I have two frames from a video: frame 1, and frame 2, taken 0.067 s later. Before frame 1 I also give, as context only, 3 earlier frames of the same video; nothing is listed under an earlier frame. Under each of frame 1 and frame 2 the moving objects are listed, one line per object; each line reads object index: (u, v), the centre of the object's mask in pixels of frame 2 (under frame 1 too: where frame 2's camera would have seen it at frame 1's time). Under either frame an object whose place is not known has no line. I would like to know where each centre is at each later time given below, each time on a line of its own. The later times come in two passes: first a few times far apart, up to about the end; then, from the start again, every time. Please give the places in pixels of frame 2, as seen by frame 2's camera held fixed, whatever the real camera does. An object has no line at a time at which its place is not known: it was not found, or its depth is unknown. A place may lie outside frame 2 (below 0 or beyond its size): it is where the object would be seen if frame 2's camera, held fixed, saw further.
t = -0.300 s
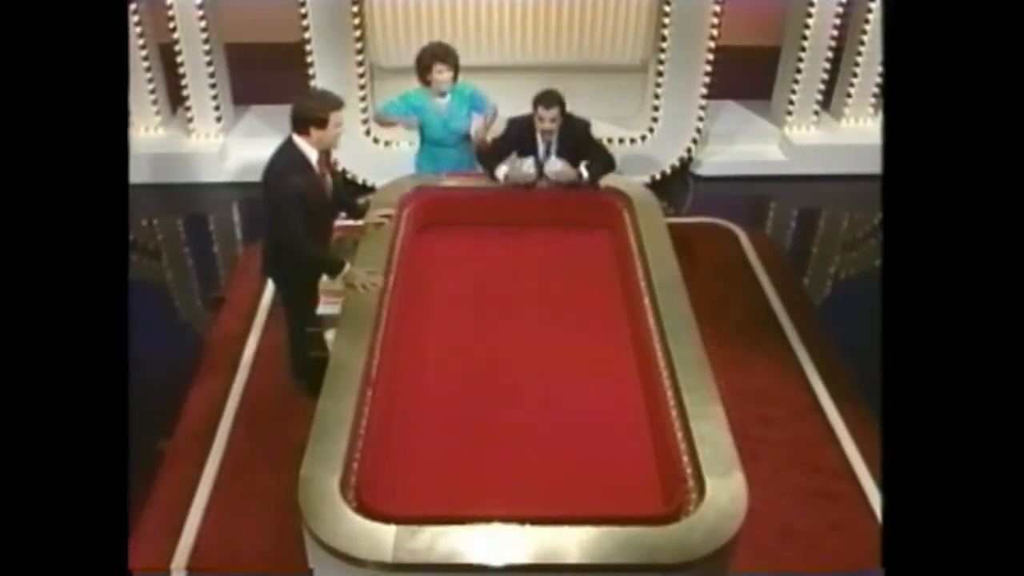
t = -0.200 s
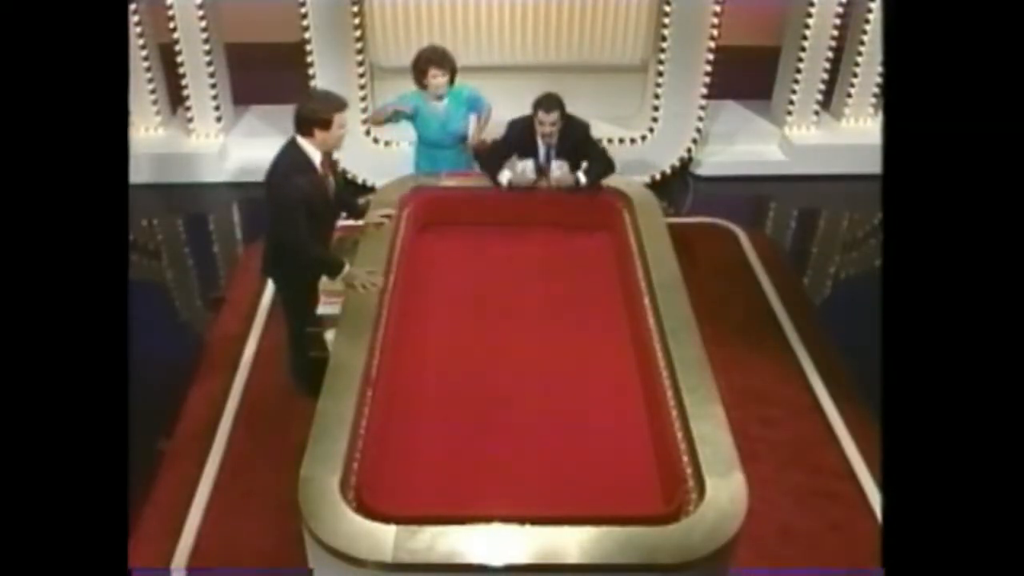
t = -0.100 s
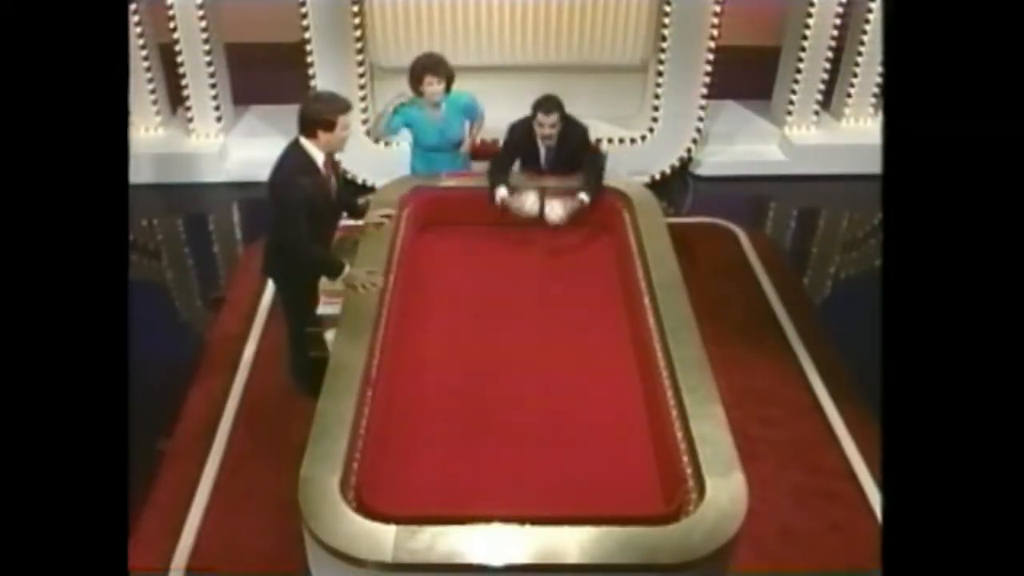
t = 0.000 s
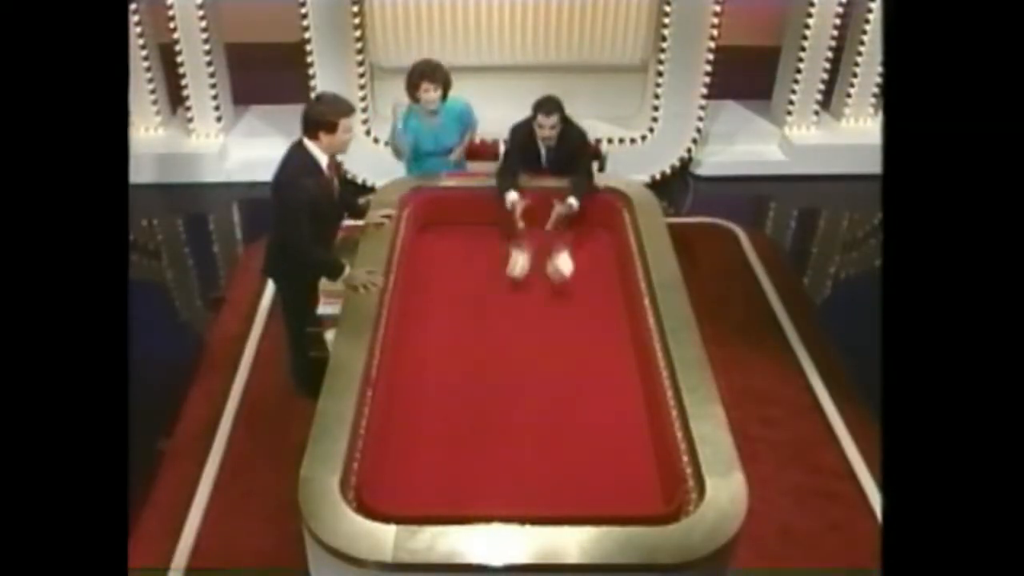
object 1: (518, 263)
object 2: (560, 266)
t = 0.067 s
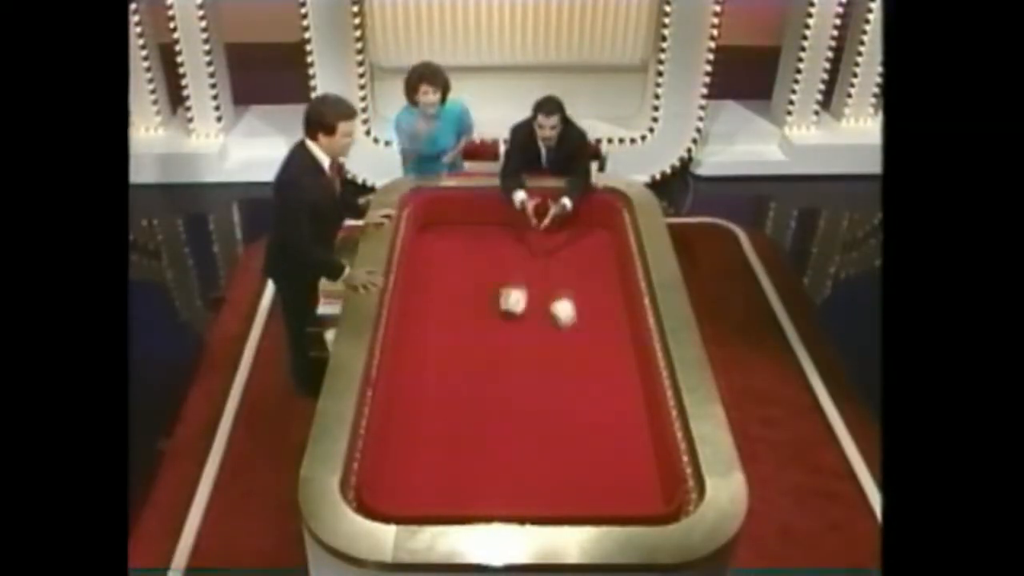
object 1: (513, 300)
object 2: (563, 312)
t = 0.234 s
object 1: (504, 375)
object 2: (576, 347)
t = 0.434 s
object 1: (500, 462)
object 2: (592, 458)
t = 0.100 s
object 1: (510, 312)
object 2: (566, 318)
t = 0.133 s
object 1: (510, 329)
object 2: (568, 323)
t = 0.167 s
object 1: (507, 344)
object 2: (570, 328)
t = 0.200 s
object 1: (506, 355)
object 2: (572, 334)
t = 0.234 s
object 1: (504, 375)
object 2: (576, 347)
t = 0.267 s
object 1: (504, 389)
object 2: (579, 355)
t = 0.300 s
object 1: (503, 401)
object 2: (579, 373)
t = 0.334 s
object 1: (501, 415)
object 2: (583, 391)
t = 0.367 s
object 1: (501, 429)
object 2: (585, 410)
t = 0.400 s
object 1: (499, 447)
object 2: (589, 437)
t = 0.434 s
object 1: (500, 462)
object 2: (592, 458)
